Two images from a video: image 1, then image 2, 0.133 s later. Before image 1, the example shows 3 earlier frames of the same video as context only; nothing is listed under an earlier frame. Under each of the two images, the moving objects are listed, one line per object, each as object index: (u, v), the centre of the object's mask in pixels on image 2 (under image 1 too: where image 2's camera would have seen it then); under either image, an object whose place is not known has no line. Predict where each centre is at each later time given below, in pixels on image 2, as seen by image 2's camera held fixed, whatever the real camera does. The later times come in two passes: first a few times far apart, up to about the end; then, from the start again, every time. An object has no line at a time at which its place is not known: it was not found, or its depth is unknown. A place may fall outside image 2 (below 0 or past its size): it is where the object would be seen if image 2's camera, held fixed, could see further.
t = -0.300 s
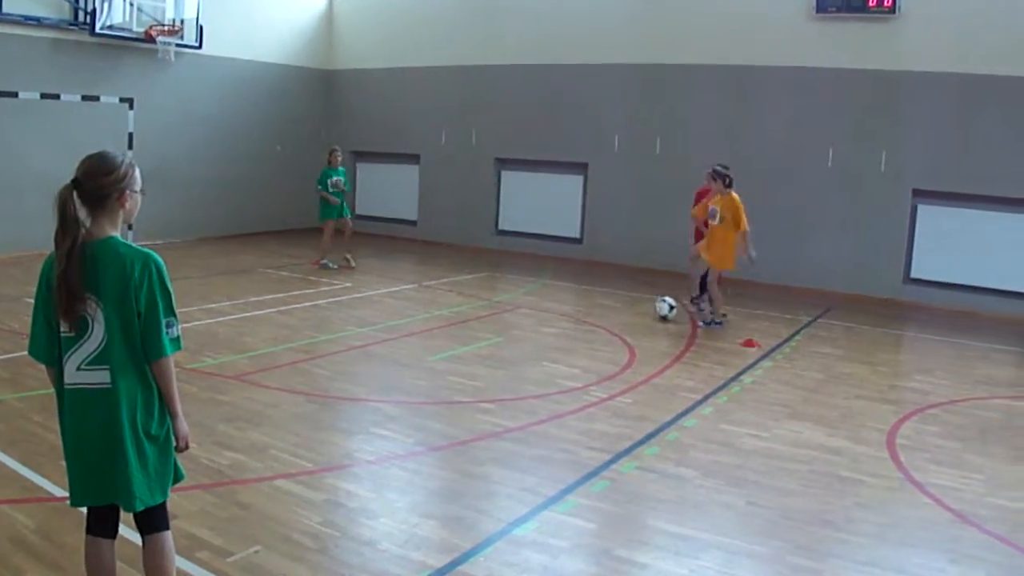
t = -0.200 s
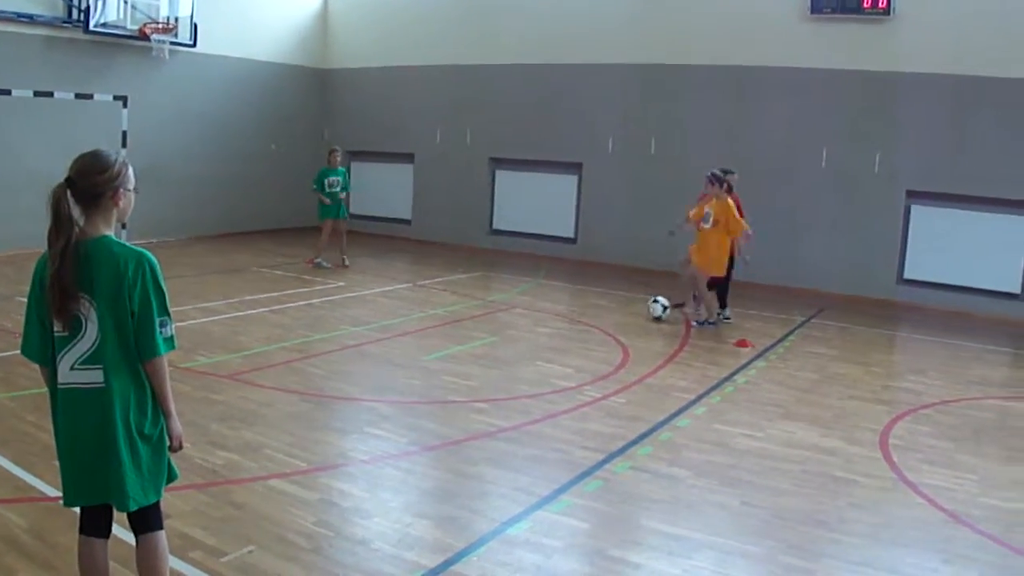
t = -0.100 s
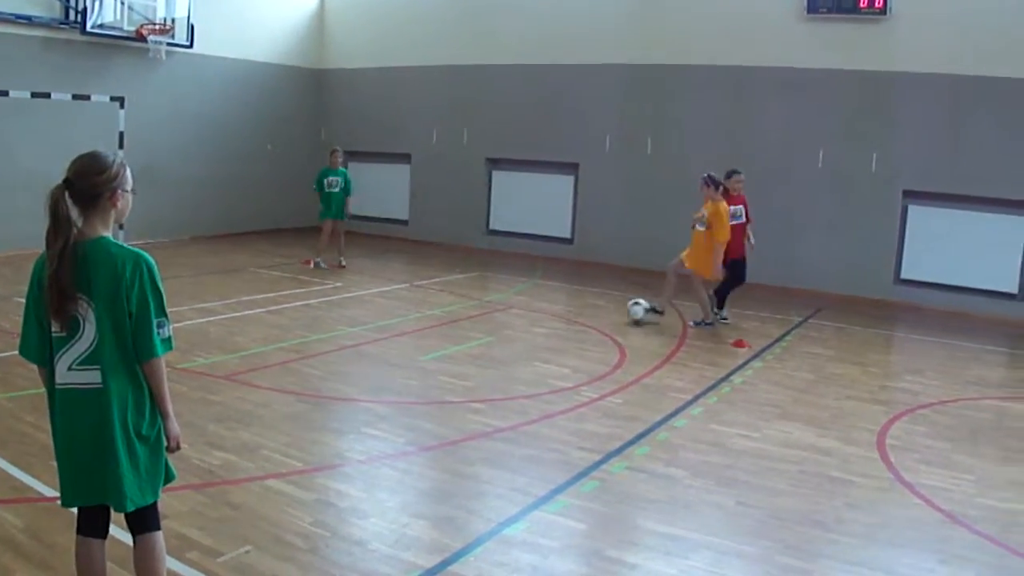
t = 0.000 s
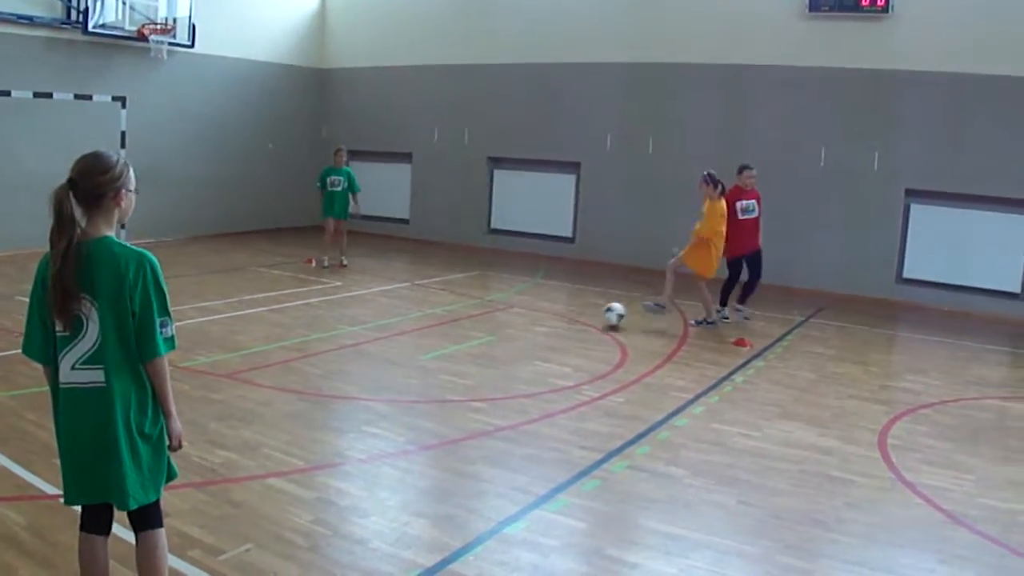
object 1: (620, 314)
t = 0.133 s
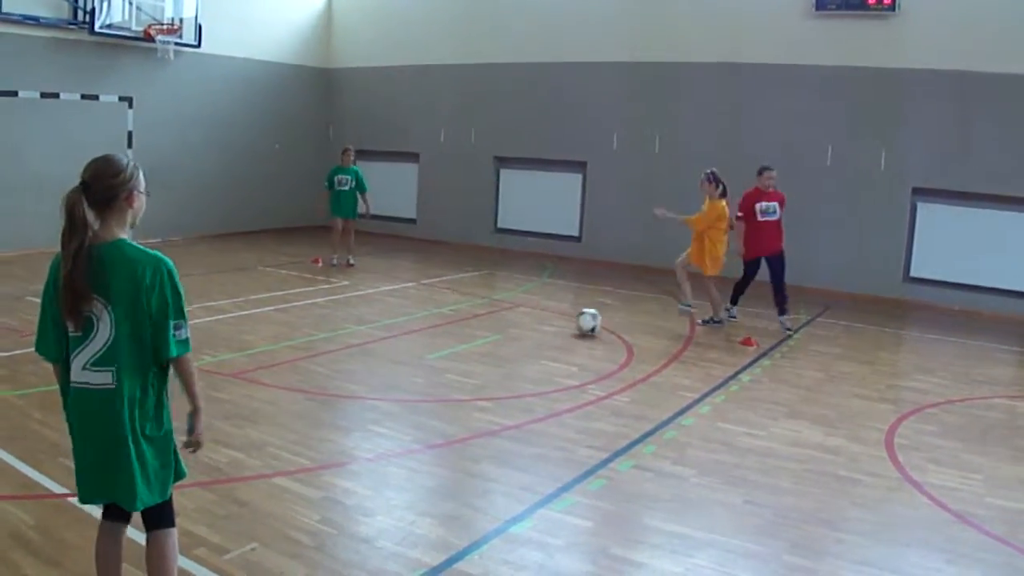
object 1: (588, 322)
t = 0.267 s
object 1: (558, 329)
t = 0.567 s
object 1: (492, 342)
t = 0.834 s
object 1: (426, 355)
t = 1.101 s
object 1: (345, 368)
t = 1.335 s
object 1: (269, 379)
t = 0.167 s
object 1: (579, 324)
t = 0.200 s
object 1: (573, 325)
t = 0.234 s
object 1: (566, 328)
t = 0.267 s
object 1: (558, 329)
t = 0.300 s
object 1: (550, 330)
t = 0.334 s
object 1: (544, 331)
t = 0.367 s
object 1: (536, 333)
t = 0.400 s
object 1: (529, 335)
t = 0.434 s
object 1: (521, 336)
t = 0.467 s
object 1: (514, 337)
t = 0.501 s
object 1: (507, 339)
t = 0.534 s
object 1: (499, 340)
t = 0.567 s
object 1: (492, 342)
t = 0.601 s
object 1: (484, 343)
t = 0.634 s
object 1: (477, 345)
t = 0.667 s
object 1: (467, 346)
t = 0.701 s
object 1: (460, 349)
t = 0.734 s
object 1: (451, 349)
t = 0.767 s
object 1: (443, 352)
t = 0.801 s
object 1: (433, 353)
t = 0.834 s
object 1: (426, 355)
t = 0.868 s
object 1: (415, 357)
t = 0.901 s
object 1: (406, 359)
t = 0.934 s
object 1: (395, 359)
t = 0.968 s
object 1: (387, 360)
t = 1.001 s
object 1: (376, 363)
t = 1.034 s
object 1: (366, 364)
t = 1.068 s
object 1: (357, 365)
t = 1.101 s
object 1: (345, 368)
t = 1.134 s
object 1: (336, 369)
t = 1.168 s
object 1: (323, 371)
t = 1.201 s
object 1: (313, 373)
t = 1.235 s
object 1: (302, 374)
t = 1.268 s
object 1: (291, 376)
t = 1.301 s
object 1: (277, 378)
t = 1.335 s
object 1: (269, 379)
